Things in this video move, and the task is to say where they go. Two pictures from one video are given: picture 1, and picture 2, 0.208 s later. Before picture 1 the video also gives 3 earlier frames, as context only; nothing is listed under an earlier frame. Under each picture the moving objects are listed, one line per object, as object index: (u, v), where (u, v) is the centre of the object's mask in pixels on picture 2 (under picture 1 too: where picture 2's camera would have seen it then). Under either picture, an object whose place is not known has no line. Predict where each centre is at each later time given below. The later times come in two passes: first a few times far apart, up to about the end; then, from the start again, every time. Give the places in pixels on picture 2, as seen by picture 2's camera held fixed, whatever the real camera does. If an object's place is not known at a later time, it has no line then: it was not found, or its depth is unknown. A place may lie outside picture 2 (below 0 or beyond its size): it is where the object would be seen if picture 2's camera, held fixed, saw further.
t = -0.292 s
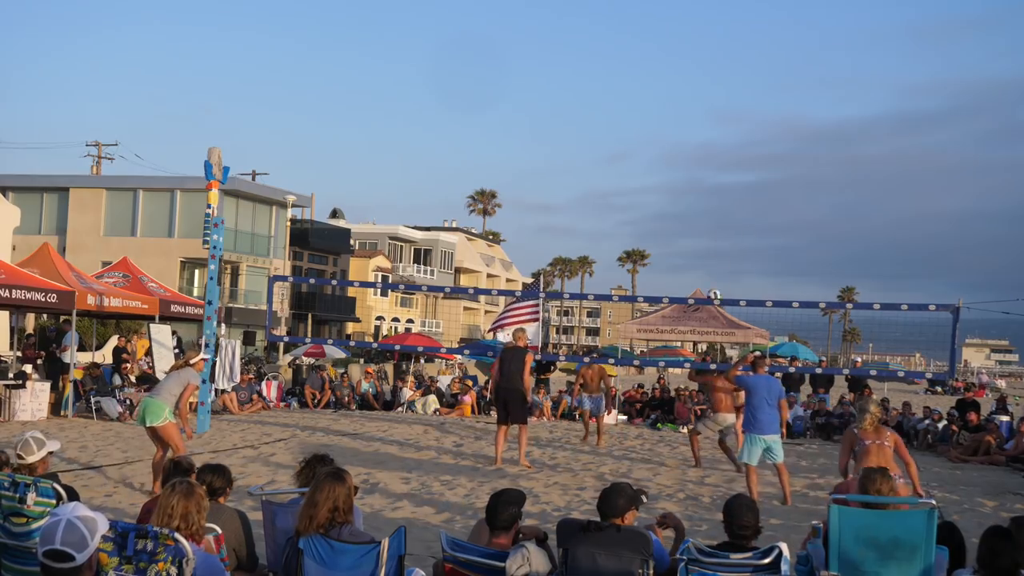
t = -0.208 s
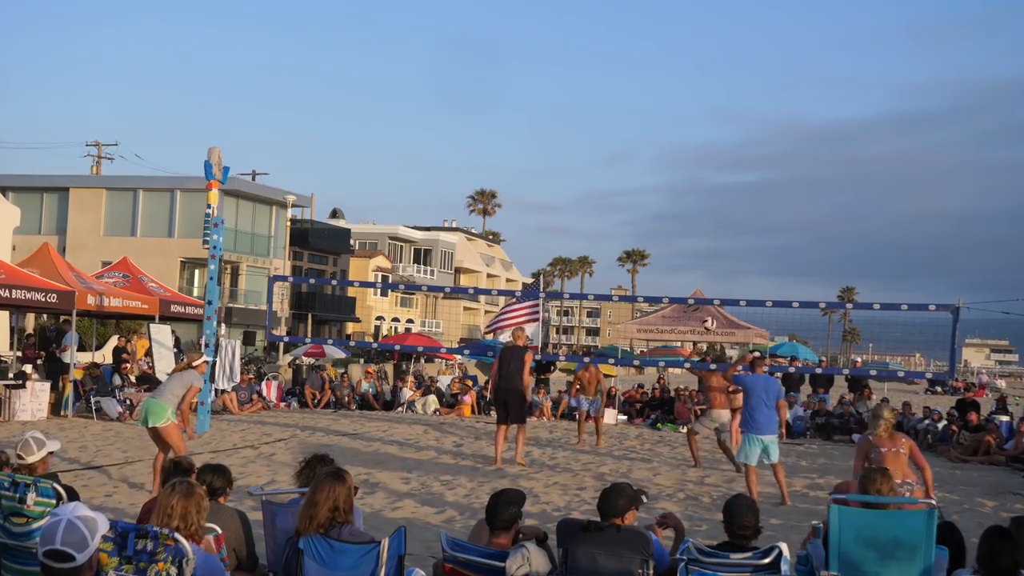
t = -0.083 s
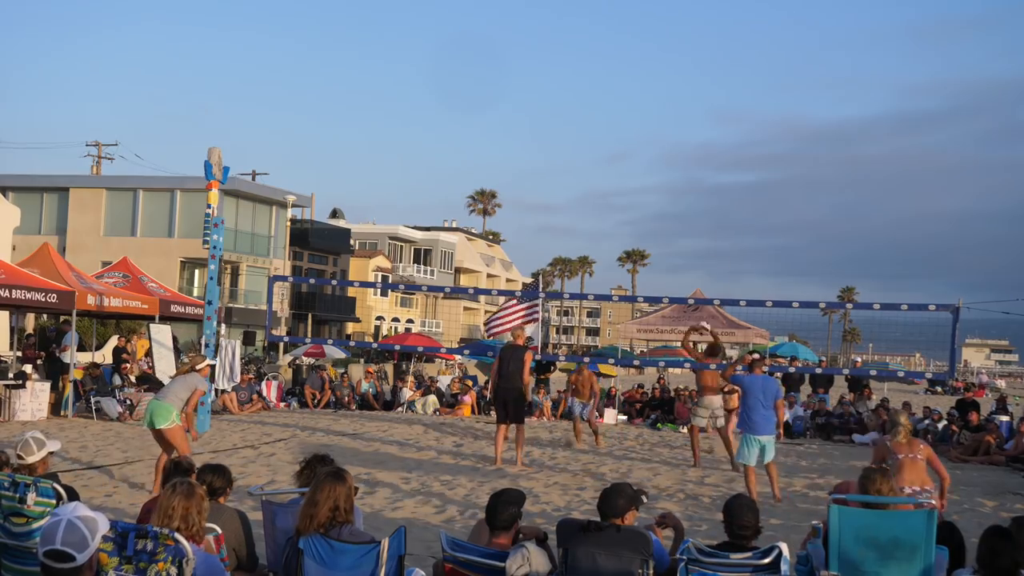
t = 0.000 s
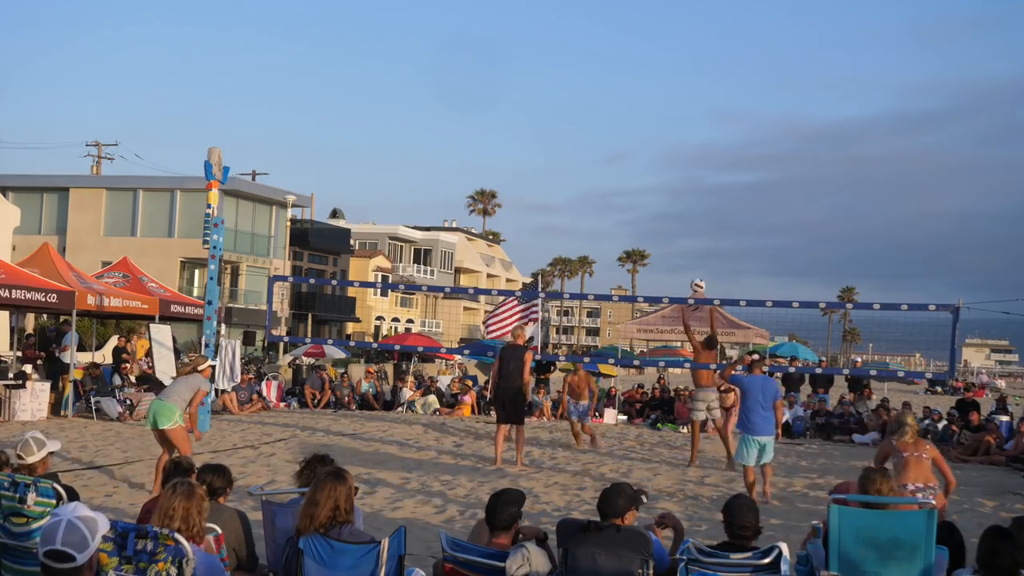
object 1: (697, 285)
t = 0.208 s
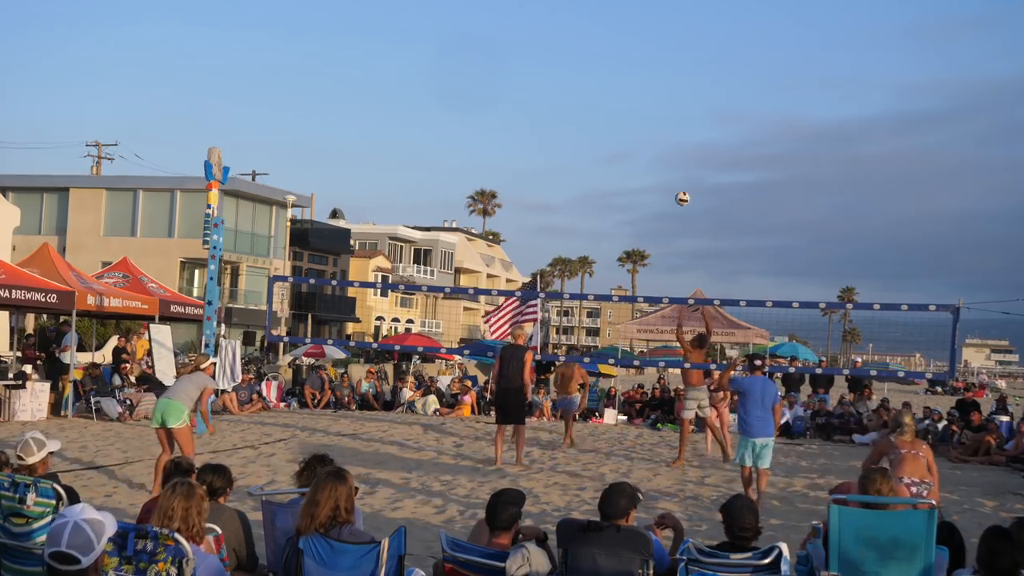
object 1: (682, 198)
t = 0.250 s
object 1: (678, 185)
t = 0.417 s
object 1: (664, 140)
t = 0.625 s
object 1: (645, 112)
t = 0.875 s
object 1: (620, 115)
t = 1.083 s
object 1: (597, 148)
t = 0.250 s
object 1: (678, 185)
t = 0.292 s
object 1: (675, 172)
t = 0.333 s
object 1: (672, 160)
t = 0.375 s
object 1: (668, 149)
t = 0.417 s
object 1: (664, 140)
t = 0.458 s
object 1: (661, 133)
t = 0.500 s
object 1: (657, 126)
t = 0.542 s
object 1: (654, 120)
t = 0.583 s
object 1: (650, 115)
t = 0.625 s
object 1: (645, 112)
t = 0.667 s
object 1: (642, 110)
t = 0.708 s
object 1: (637, 109)
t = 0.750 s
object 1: (633, 109)
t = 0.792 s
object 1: (629, 109)
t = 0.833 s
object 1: (624, 112)
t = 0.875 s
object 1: (620, 115)
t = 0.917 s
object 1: (615, 120)
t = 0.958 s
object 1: (611, 125)
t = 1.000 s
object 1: (606, 132)
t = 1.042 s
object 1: (601, 139)
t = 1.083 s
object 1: (597, 148)
